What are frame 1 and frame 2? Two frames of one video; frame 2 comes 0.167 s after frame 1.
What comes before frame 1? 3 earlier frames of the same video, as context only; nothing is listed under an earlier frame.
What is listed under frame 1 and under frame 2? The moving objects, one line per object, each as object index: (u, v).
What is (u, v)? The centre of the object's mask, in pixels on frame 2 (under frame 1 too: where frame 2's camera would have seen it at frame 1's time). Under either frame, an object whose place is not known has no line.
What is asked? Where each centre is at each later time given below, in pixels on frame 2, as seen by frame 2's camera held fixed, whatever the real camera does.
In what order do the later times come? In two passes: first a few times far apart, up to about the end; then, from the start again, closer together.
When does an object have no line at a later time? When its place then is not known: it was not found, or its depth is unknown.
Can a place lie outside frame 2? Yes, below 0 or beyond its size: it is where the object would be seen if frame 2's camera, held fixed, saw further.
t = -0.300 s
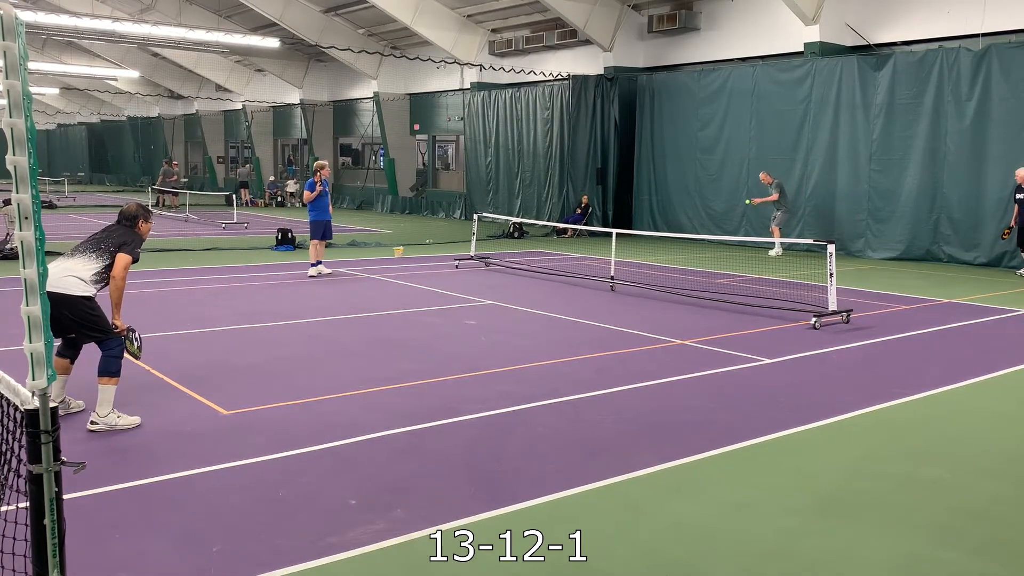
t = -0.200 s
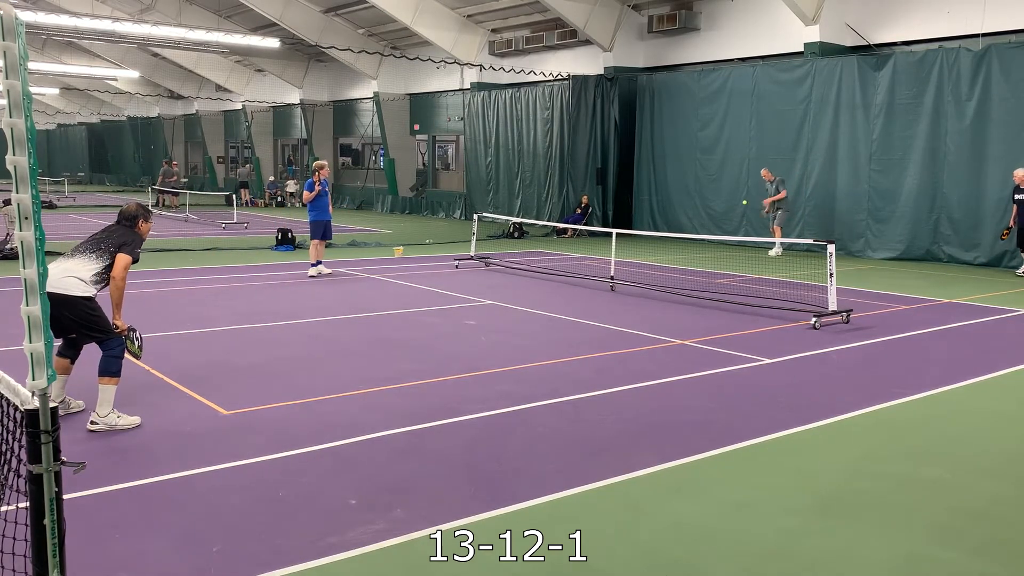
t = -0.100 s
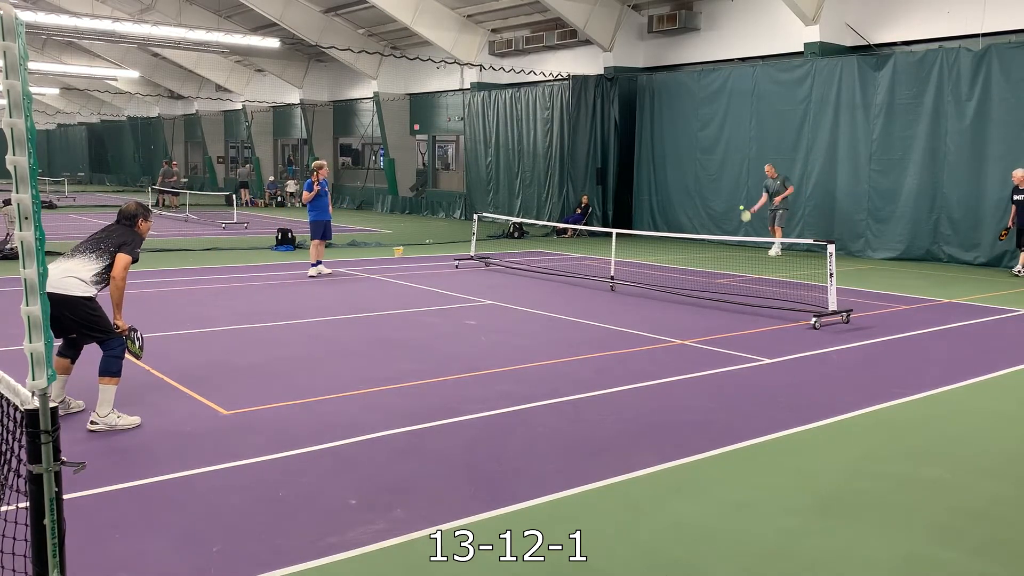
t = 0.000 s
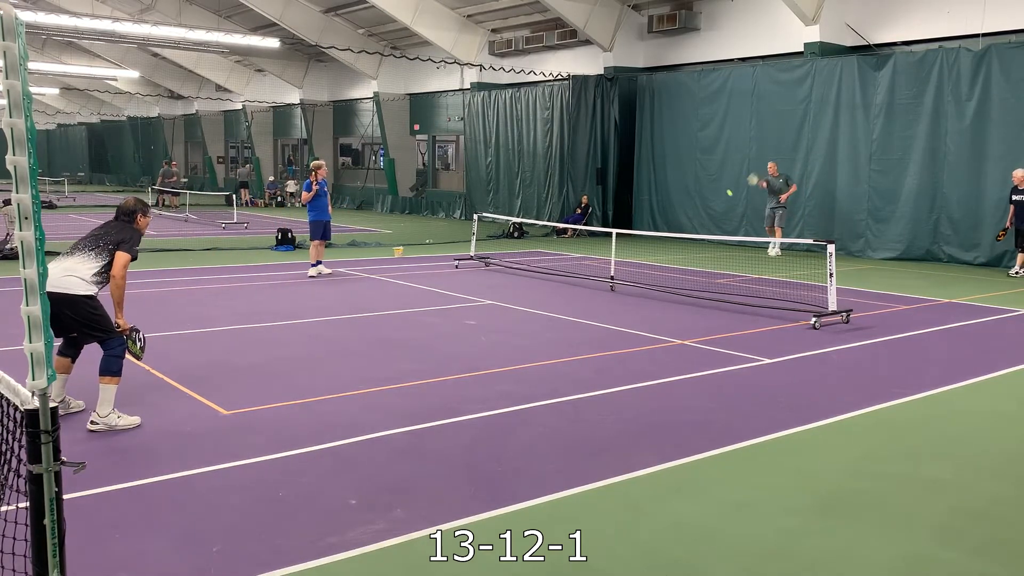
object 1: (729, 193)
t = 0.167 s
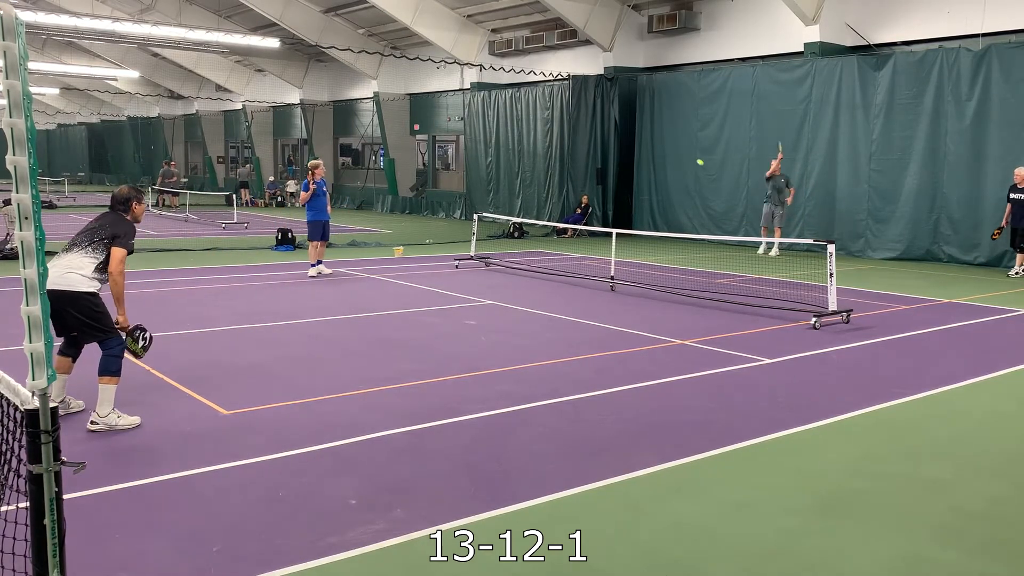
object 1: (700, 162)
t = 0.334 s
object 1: (663, 148)
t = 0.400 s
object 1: (646, 147)
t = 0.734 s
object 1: (534, 213)
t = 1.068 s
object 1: (378, 328)
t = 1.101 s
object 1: (363, 321)
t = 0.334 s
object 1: (663, 148)
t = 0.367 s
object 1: (654, 147)
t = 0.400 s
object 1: (646, 147)
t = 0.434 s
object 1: (636, 149)
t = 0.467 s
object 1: (627, 151)
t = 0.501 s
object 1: (617, 154)
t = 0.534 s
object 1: (606, 159)
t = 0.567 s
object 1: (595, 165)
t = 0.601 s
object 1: (584, 171)
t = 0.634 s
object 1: (572, 180)
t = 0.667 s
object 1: (560, 190)
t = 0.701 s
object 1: (547, 200)
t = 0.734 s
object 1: (534, 213)
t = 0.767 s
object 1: (519, 229)
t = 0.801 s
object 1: (505, 245)
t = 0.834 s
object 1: (489, 263)
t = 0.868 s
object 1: (473, 283)
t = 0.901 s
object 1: (456, 307)
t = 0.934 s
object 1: (439, 332)
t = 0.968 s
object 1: (421, 356)
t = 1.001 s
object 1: (407, 347)
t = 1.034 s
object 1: (393, 337)
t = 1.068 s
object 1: (378, 328)
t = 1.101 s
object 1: (363, 321)
